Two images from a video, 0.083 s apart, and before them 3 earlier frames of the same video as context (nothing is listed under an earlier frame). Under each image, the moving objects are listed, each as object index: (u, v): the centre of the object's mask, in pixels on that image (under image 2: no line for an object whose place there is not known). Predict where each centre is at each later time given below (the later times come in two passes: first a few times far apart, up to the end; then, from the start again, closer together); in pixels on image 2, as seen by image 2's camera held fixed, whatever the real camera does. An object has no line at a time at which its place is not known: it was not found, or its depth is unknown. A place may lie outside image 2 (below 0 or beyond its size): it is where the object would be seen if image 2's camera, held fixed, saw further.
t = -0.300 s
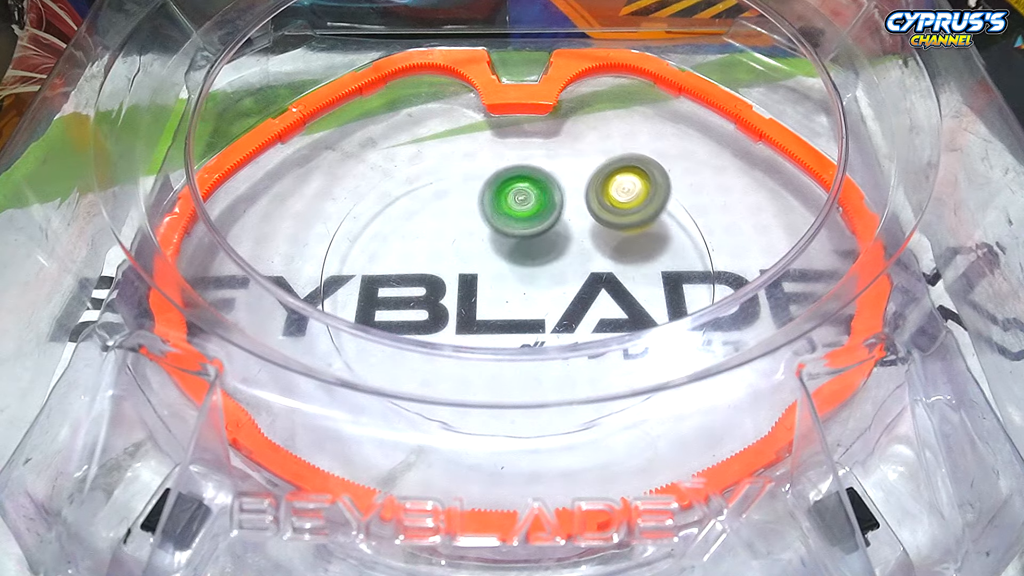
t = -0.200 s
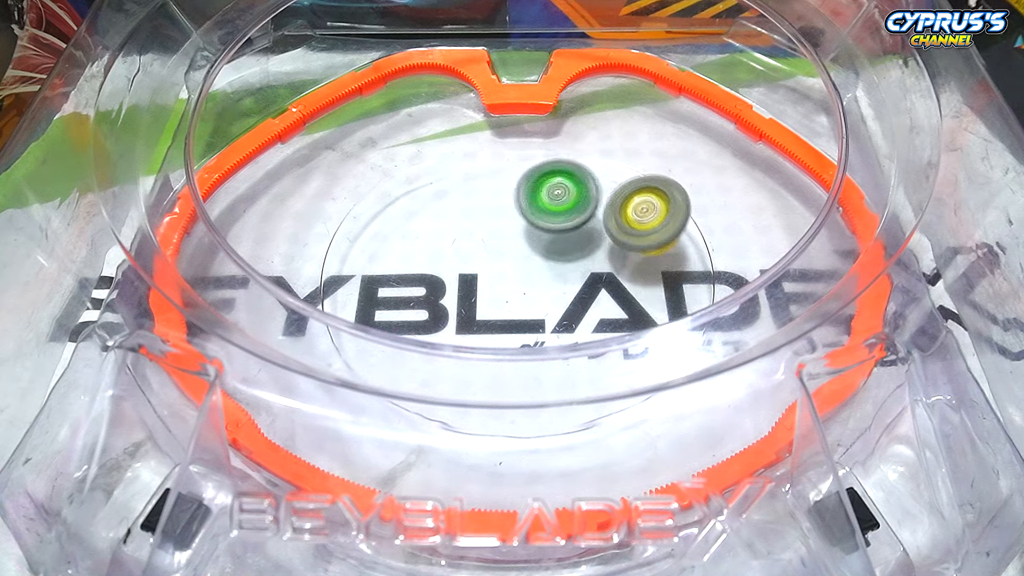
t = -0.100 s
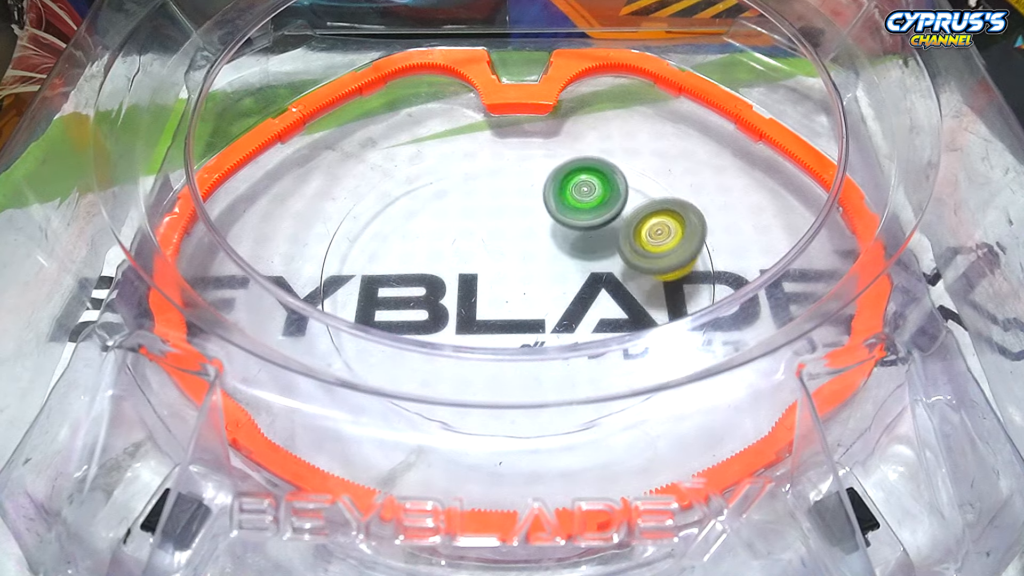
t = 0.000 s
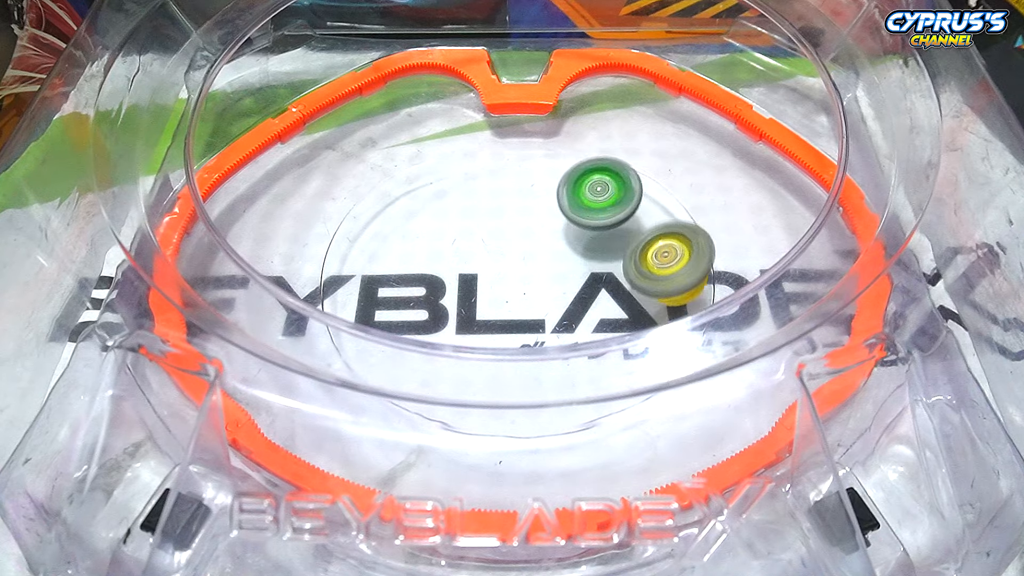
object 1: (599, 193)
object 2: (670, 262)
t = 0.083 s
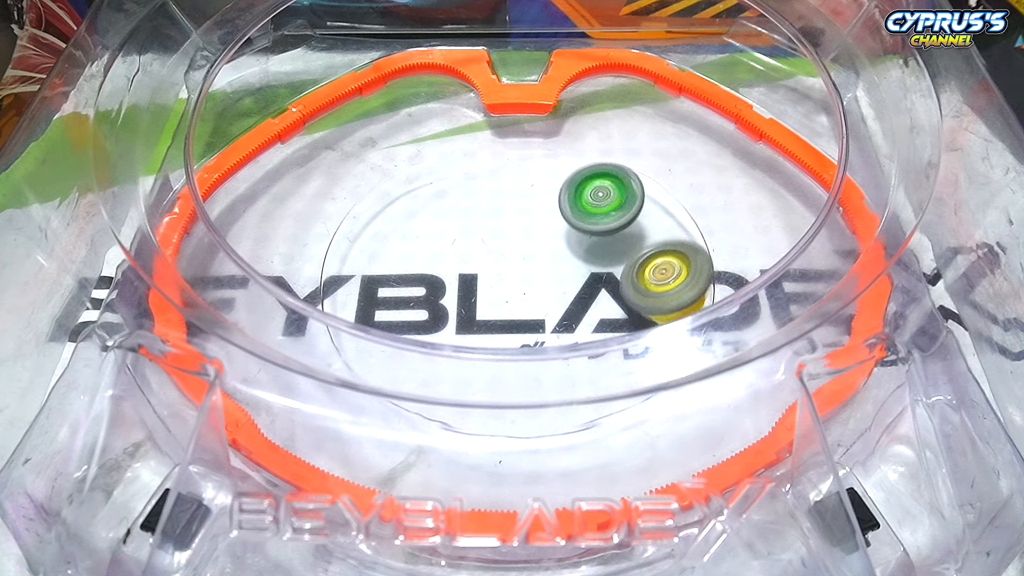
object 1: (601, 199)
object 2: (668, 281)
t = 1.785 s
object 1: (459, 241)
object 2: (469, 155)
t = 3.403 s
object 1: (496, 248)
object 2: (482, 348)
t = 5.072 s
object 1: (465, 323)
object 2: (575, 244)
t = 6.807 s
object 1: (503, 266)
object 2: (491, 149)
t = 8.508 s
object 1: (492, 261)
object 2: (410, 227)
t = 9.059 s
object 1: (496, 269)
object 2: (492, 144)
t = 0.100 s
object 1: (601, 200)
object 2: (666, 283)
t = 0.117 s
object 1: (600, 202)
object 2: (664, 286)
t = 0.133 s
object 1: (600, 205)
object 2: (663, 288)
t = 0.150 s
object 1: (599, 207)
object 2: (660, 291)
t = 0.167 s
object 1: (598, 209)
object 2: (658, 293)
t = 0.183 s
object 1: (597, 212)
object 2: (655, 296)
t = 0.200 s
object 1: (595, 214)
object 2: (653, 298)
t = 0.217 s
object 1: (594, 218)
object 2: (649, 300)
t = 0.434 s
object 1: (587, 263)
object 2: (588, 327)
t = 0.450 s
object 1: (587, 267)
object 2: (583, 329)
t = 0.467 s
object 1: (587, 270)
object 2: (579, 357)
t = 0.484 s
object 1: (586, 273)
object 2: (573, 358)
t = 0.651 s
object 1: (583, 298)
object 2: (507, 364)
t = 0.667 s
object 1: (583, 299)
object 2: (500, 365)
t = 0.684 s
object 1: (582, 299)
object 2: (494, 364)
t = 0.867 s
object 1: (560, 303)
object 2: (426, 355)
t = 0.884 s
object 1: (557, 304)
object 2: (422, 353)
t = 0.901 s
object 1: (554, 304)
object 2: (419, 341)
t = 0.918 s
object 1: (550, 304)
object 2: (415, 341)
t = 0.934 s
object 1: (545, 304)
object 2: (411, 338)
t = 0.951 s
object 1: (540, 305)
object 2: (408, 334)
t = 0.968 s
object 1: (535, 305)
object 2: (404, 330)
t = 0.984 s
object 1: (530, 305)
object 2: (401, 325)
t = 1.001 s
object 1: (525, 306)
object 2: (398, 321)
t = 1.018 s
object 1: (519, 306)
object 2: (398, 311)
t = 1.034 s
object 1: (515, 306)
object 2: (395, 309)
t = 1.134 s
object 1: (486, 301)
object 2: (381, 292)
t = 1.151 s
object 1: (483, 300)
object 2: (379, 289)
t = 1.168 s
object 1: (479, 299)
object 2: (379, 286)
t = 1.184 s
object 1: (477, 298)
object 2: (378, 282)
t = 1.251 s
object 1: (469, 295)
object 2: (380, 266)
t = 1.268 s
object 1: (467, 294)
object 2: (381, 261)
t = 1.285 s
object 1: (466, 294)
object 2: (382, 258)
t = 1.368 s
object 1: (457, 290)
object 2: (391, 237)
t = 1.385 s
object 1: (455, 290)
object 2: (393, 233)
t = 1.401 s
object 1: (453, 289)
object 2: (396, 229)
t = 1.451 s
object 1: (449, 283)
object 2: (403, 217)
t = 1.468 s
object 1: (447, 281)
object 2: (406, 213)
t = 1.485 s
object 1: (446, 279)
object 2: (408, 209)
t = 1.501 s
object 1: (445, 277)
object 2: (411, 204)
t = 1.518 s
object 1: (445, 274)
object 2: (414, 200)
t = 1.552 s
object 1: (445, 268)
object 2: (420, 193)
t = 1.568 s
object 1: (445, 265)
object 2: (424, 190)
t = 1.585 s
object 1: (446, 263)
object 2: (427, 186)
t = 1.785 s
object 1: (459, 241)
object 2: (469, 155)
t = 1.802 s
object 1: (460, 239)
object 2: (473, 153)
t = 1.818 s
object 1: (460, 237)
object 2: (478, 152)
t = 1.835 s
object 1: (460, 236)
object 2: (481, 151)
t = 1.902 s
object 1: (462, 228)
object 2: (498, 147)
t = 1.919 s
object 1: (462, 225)
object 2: (502, 146)
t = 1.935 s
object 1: (463, 223)
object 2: (506, 146)
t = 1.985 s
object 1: (468, 216)
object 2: (518, 145)
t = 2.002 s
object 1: (470, 214)
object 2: (522, 145)
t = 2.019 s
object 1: (472, 213)
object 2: (525, 145)
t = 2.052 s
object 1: (477, 210)
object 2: (532, 145)
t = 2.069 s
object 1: (479, 209)
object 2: (537, 147)
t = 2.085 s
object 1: (481, 209)
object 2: (541, 147)
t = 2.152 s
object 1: (490, 210)
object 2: (555, 152)
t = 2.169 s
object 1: (491, 210)
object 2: (559, 154)
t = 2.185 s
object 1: (493, 212)
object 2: (563, 156)
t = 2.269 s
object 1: (498, 215)
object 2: (580, 168)
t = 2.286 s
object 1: (499, 216)
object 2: (583, 171)
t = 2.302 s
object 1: (500, 216)
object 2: (587, 174)
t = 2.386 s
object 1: (513, 211)
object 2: (601, 191)
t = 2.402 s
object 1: (517, 211)
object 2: (604, 195)
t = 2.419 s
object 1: (520, 210)
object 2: (607, 198)
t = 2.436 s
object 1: (520, 210)
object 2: (614, 202)
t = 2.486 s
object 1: (516, 213)
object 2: (628, 213)
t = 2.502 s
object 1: (515, 215)
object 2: (632, 217)
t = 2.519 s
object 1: (515, 218)
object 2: (635, 221)
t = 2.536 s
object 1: (515, 220)
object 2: (638, 225)
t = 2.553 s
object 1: (516, 222)
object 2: (641, 229)
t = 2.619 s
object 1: (520, 235)
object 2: (648, 246)
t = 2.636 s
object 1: (521, 239)
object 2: (650, 250)
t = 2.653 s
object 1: (523, 242)
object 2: (651, 254)
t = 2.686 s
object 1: (525, 250)
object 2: (652, 263)
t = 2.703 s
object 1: (526, 253)
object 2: (652, 267)
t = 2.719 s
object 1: (526, 257)
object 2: (652, 272)
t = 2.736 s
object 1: (526, 260)
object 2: (652, 276)
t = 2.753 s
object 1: (526, 263)
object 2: (651, 280)
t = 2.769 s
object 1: (526, 264)
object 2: (651, 284)
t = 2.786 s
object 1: (525, 266)
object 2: (650, 287)
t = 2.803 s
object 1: (524, 267)
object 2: (648, 291)
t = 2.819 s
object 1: (523, 268)
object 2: (647, 294)
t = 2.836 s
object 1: (523, 267)
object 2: (645, 297)
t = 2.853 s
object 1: (522, 266)
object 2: (643, 300)
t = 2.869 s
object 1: (523, 265)
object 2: (642, 303)
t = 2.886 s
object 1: (524, 263)
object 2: (639, 305)
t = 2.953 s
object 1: (534, 255)
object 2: (625, 315)
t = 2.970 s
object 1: (538, 253)
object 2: (622, 317)
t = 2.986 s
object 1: (542, 252)
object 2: (618, 319)
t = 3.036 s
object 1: (552, 253)
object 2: (606, 324)
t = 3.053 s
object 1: (554, 254)
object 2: (603, 326)
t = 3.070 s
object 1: (555, 256)
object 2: (596, 327)
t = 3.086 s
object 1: (555, 258)
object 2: (591, 329)
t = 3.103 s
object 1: (554, 261)
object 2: (587, 330)
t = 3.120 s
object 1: (553, 263)
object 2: (583, 331)
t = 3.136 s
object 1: (550, 265)
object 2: (577, 332)
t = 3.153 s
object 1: (546, 267)
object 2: (571, 333)
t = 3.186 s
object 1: (536, 270)
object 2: (560, 334)
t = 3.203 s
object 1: (531, 271)
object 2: (555, 335)
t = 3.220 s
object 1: (524, 271)
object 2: (549, 335)
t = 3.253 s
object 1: (512, 270)
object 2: (535, 336)
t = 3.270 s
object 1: (507, 268)
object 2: (529, 336)
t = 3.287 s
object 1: (501, 265)
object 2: (522, 364)
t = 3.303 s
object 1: (497, 263)
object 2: (516, 348)
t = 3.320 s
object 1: (495, 261)
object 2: (507, 364)
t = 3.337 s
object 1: (493, 257)
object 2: (503, 364)
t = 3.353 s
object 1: (492, 254)
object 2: (497, 363)
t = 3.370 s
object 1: (492, 252)
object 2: (489, 363)
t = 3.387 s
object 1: (494, 250)
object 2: (487, 348)
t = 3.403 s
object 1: (496, 248)
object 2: (482, 348)
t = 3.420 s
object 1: (498, 247)
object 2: (477, 347)
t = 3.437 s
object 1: (500, 247)
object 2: (472, 346)
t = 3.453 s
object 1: (504, 248)
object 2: (468, 341)
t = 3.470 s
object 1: (507, 249)
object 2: (463, 337)
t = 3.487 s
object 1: (509, 251)
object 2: (459, 333)
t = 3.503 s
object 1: (510, 254)
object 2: (456, 322)
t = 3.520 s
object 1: (512, 257)
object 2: (452, 320)
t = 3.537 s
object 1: (512, 259)
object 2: (447, 318)
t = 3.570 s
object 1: (511, 265)
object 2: (440, 312)
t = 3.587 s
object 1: (510, 268)
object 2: (435, 310)
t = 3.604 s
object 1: (521, 263)
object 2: (418, 307)
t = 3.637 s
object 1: (564, 255)
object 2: (364, 293)
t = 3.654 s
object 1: (586, 253)
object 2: (340, 289)
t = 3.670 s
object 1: (603, 243)
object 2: (315, 295)
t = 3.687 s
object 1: (620, 236)
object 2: (289, 302)
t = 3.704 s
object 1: (638, 233)
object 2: (273, 298)
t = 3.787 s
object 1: (687, 211)
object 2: (202, 276)
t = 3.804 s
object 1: (691, 209)
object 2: (199, 276)
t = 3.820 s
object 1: (695, 206)
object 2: (194, 265)
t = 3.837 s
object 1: (695, 203)
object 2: (192, 260)
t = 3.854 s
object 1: (694, 202)
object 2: (192, 254)
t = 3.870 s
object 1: (693, 200)
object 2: (191, 250)
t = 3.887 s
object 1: (690, 197)
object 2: (189, 245)
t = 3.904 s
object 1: (687, 197)
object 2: (194, 240)
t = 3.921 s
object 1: (684, 197)
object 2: (192, 231)
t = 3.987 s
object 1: (661, 192)
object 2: (192, 209)
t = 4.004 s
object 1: (653, 193)
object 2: (193, 204)
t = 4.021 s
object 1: (646, 195)
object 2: (199, 198)
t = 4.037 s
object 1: (640, 192)
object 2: (201, 194)
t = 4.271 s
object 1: (539, 210)
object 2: (262, 136)
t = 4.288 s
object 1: (535, 212)
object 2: (268, 132)
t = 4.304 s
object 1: (531, 215)
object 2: (274, 129)
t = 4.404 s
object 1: (512, 238)
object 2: (311, 112)
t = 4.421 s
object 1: (509, 243)
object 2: (319, 112)
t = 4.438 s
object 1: (508, 246)
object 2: (326, 110)
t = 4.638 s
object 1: (491, 300)
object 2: (424, 112)
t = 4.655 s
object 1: (489, 305)
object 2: (431, 113)
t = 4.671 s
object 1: (487, 308)
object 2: (441, 119)
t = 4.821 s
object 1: (471, 329)
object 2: (500, 157)
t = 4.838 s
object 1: (470, 330)
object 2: (504, 161)
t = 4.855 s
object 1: (470, 330)
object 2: (510, 169)
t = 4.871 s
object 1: (468, 345)
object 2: (515, 175)
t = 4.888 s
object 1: (468, 347)
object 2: (520, 180)
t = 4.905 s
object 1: (469, 347)
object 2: (525, 186)
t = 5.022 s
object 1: (468, 340)
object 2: (560, 225)
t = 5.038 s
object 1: (467, 337)
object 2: (565, 231)
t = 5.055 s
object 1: (467, 325)
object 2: (570, 239)
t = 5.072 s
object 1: (465, 323)
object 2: (575, 244)
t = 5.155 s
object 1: (458, 306)
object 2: (596, 272)
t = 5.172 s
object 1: (457, 301)
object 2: (600, 278)
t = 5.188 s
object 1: (457, 296)
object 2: (604, 283)
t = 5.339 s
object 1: (460, 265)
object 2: (620, 311)
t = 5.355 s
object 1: (459, 263)
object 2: (621, 313)
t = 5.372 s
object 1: (459, 261)
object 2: (621, 316)
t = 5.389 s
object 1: (459, 259)
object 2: (621, 318)
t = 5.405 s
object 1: (457, 258)
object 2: (620, 320)
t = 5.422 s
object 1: (456, 256)
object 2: (620, 322)
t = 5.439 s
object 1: (454, 253)
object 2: (618, 323)
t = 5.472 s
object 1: (451, 248)
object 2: (614, 327)
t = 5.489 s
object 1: (449, 244)
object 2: (613, 329)
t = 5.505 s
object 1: (448, 240)
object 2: (609, 330)
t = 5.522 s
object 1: (447, 236)
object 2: (608, 331)
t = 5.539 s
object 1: (446, 231)
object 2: (604, 333)
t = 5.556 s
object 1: (447, 227)
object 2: (602, 335)
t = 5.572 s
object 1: (448, 222)
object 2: (597, 335)
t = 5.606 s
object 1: (450, 214)
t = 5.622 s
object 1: (451, 209)
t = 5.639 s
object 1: (453, 206)
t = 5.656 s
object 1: (457, 201)
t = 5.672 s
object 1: (459, 198)
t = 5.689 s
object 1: (463, 195)
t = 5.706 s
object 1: (467, 192)
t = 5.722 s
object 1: (471, 190)
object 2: (553, 372)
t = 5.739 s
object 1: (477, 189)
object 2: (546, 371)
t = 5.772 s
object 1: (488, 188)
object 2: (533, 370)
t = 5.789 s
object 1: (494, 188)
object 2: (527, 369)
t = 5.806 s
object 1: (499, 189)
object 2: (521, 369)
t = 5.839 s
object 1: (510, 193)
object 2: (508, 365)
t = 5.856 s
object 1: (514, 196)
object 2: (502, 364)
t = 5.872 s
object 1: (519, 199)
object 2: (496, 362)
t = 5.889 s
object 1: (522, 203)
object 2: (489, 362)
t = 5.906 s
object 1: (525, 207)
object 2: (483, 361)
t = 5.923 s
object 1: (528, 211)
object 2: (476, 360)
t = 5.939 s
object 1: (529, 215)
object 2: (473, 348)
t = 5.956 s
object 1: (530, 220)
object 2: (467, 346)
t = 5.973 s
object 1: (530, 224)
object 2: (462, 340)
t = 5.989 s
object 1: (529, 227)
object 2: (458, 336)
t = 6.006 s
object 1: (528, 231)
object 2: (454, 331)
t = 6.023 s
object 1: (526, 234)
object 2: (451, 320)
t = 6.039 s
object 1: (524, 237)
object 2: (447, 317)
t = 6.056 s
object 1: (522, 238)
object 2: (443, 314)
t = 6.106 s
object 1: (517, 241)
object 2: (432, 305)
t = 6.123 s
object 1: (515, 242)
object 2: (429, 301)
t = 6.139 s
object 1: (515, 242)
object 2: (426, 297)
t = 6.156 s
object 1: (515, 241)
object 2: (424, 292)
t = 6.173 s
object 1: (516, 241)
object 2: (421, 288)
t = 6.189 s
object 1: (517, 239)
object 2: (419, 282)
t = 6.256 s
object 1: (530, 236)
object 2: (414, 261)
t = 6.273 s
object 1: (536, 235)
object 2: (413, 255)
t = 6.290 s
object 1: (541, 236)
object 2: (412, 250)
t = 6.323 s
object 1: (553, 237)
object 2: (411, 239)
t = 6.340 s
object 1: (558, 239)
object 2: (411, 234)
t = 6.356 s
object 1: (565, 241)
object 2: (412, 229)
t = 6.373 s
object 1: (570, 245)
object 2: (412, 223)
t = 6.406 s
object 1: (580, 253)
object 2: (414, 214)
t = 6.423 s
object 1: (583, 258)
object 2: (415, 209)
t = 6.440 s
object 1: (588, 262)
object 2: (417, 205)
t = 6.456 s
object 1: (590, 266)
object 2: (418, 200)
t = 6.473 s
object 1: (592, 271)
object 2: (420, 196)
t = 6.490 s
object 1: (593, 275)
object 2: (422, 192)
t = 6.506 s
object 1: (593, 279)
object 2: (425, 188)
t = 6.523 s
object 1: (592, 283)
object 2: (427, 185)
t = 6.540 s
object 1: (590, 288)
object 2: (430, 181)
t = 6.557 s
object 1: (587, 291)
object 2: (432, 178)
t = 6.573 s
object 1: (582, 295)
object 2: (435, 174)
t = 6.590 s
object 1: (576, 296)
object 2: (439, 171)
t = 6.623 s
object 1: (562, 300)
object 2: (445, 165)
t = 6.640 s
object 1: (555, 301)
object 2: (449, 163)
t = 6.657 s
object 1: (547, 299)
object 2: (453, 160)
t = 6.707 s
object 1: (526, 293)
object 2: (465, 155)
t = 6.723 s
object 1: (520, 290)
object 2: (469, 153)
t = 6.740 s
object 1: (515, 284)
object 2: (473, 151)
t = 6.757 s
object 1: (510, 278)
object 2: (478, 150)
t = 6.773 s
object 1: (507, 274)
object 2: (482, 149)
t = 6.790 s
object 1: (504, 269)
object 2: (487, 149)
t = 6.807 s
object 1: (503, 266)
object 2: (491, 149)
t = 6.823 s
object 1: (502, 260)
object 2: (496, 149)
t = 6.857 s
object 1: (503, 254)
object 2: (505, 149)
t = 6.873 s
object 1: (503, 251)
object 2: (509, 149)
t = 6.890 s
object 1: (505, 249)
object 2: (514, 150)
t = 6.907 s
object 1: (507, 249)
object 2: (518, 151)
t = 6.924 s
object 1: (508, 248)
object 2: (522, 152)
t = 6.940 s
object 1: (510, 248)
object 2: (526, 152)
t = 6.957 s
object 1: (511, 249)
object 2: (529, 153)
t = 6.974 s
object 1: (512, 249)
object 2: (536, 159)
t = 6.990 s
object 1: (512, 251)
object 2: (540, 159)
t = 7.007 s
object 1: (512, 253)
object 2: (544, 162)
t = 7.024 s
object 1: (512, 255)
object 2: (548, 164)
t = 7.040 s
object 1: (510, 259)
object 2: (551, 166)
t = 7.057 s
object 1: (509, 262)
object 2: (556, 169)
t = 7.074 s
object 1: (505, 265)
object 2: (560, 172)
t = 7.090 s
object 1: (502, 268)
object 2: (564, 175)
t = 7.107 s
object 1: (497, 271)
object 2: (567, 178)
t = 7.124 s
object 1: (492, 273)
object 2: (571, 182)
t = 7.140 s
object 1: (487, 276)
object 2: (575, 185)
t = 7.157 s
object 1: (479, 277)
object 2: (578, 189)
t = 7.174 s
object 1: (474, 278)
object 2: (581, 193)
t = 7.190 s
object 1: (466, 278)
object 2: (585, 197)
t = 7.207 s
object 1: (459, 277)
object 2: (588, 201)
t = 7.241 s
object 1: (447, 273)
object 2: (594, 210)
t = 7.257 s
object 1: (443, 270)
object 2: (597, 214)
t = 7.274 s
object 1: (438, 265)
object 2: (600, 219)
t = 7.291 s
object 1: (435, 262)
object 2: (602, 223)
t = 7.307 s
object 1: (433, 256)
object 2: (605, 228)
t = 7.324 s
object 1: (432, 252)
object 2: (606, 232)
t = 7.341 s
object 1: (433, 246)
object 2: (608, 237)
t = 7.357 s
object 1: (435, 242)
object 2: (609, 242)
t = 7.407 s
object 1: (448, 229)
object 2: (613, 257)
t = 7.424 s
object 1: (454, 225)
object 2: (614, 262)
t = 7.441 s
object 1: (462, 224)
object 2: (614, 266)
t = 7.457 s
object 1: (470, 220)
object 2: (615, 271)
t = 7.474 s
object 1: (477, 221)
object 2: (614, 275)
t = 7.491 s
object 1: (486, 219)
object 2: (614, 280)
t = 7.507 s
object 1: (493, 221)
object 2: (613, 285)
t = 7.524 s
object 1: (501, 222)
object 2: (612, 289)
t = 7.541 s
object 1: (507, 223)
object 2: (611, 293)
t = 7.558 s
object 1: (514, 225)
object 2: (609, 297)
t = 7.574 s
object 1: (519, 228)
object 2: (607, 300)
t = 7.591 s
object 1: (524, 231)
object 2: (605, 302)
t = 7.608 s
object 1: (528, 235)
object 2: (603, 306)
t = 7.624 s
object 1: (530, 238)
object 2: (600, 308)
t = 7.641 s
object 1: (532, 241)
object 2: (596, 310)
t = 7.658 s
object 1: (532, 244)
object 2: (592, 312)
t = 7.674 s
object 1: (533, 247)
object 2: (588, 314)
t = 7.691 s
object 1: (532, 250)
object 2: (585, 316)
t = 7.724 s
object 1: (528, 253)
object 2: (576, 319)
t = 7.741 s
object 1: (525, 255)
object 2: (572, 321)
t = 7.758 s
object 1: (523, 255)
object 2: (568, 330)
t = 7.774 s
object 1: (519, 255)
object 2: (563, 332)
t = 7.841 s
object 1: (508, 249)
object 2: (543, 339)
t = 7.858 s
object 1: (505, 247)
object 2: (537, 340)
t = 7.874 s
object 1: (504, 243)
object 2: (530, 341)
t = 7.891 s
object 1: (503, 241)
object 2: (525, 342)
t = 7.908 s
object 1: (504, 237)
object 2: (519, 341)
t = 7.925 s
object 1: (504, 234)
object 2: (513, 340)
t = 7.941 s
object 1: (507, 231)
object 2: (507, 340)
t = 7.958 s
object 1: (509, 228)
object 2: (502, 339)
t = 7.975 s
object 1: (513, 225)
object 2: (497, 337)
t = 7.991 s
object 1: (517, 222)
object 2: (492, 336)
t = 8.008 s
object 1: (521, 221)
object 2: (485, 335)
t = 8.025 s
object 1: (526, 218)
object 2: (480, 333)
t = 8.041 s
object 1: (532, 219)
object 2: (475, 324)
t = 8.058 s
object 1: (538, 217)
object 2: (469, 322)
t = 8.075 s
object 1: (543, 218)
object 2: (464, 321)
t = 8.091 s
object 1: (550, 217)
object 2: (459, 318)
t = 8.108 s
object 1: (556, 220)
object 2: (454, 317)
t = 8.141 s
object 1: (567, 224)
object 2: (445, 313)
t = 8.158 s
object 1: (572, 227)
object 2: (441, 311)
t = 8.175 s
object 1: (576, 231)
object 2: (437, 308)
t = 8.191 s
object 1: (580, 236)
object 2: (432, 306)
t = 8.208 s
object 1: (582, 241)
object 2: (429, 304)
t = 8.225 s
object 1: (582, 246)
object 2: (425, 301)
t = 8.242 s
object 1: (582, 252)
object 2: (422, 297)
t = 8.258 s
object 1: (579, 257)
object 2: (419, 293)
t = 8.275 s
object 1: (576, 263)
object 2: (416, 289)
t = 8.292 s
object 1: (570, 267)
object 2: (414, 285)
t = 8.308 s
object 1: (564, 272)
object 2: (412, 280)
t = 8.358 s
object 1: (541, 279)
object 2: (408, 267)
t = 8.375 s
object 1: (533, 281)
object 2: (407, 263)
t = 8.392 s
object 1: (525, 279)
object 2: (407, 258)
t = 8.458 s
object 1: (501, 270)
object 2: (407, 240)
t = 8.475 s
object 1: (496, 270)
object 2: (408, 236)
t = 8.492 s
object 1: (494, 264)
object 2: (409, 231)
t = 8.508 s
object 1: (492, 261)
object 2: (410, 227)
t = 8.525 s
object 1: (492, 258)
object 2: (412, 222)
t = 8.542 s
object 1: (491, 255)
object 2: (414, 219)
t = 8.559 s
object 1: (497, 254)
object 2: (412, 212)
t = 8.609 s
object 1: (525, 259)
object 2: (402, 189)
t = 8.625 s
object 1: (533, 260)
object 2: (402, 184)
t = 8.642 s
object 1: (539, 260)
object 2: (403, 179)
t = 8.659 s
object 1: (546, 260)
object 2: (404, 175)
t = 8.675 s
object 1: (551, 260)
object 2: (405, 171)
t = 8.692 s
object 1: (557, 260)
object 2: (407, 167)
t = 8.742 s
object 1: (572, 263)
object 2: (414, 155)
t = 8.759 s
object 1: (577, 265)
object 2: (416, 151)
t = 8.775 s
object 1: (580, 267)
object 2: (419, 148)
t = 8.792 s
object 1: (583, 270)
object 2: (423, 145)
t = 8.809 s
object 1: (585, 272)
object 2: (426, 143)
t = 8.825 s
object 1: (585, 275)
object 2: (430, 141)
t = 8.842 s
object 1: (584, 279)
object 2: (433, 140)
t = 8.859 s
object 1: (581, 281)
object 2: (437, 140)
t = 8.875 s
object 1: (578, 285)
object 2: (441, 140)
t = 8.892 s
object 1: (572, 287)
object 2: (445, 140)
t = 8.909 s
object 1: (566, 290)
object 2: (449, 140)
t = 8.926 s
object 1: (558, 291)
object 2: (454, 141)
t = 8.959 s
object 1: (541, 291)
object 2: (463, 141)
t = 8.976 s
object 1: (533, 290)
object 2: (469, 140)
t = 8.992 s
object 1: (524, 288)
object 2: (473, 141)
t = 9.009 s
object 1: (516, 284)
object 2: (478, 141)
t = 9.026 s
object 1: (508, 279)
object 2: (483, 142)
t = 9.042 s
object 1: (502, 274)
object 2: (487, 143)
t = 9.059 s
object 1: (496, 269)
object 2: (492, 144)
